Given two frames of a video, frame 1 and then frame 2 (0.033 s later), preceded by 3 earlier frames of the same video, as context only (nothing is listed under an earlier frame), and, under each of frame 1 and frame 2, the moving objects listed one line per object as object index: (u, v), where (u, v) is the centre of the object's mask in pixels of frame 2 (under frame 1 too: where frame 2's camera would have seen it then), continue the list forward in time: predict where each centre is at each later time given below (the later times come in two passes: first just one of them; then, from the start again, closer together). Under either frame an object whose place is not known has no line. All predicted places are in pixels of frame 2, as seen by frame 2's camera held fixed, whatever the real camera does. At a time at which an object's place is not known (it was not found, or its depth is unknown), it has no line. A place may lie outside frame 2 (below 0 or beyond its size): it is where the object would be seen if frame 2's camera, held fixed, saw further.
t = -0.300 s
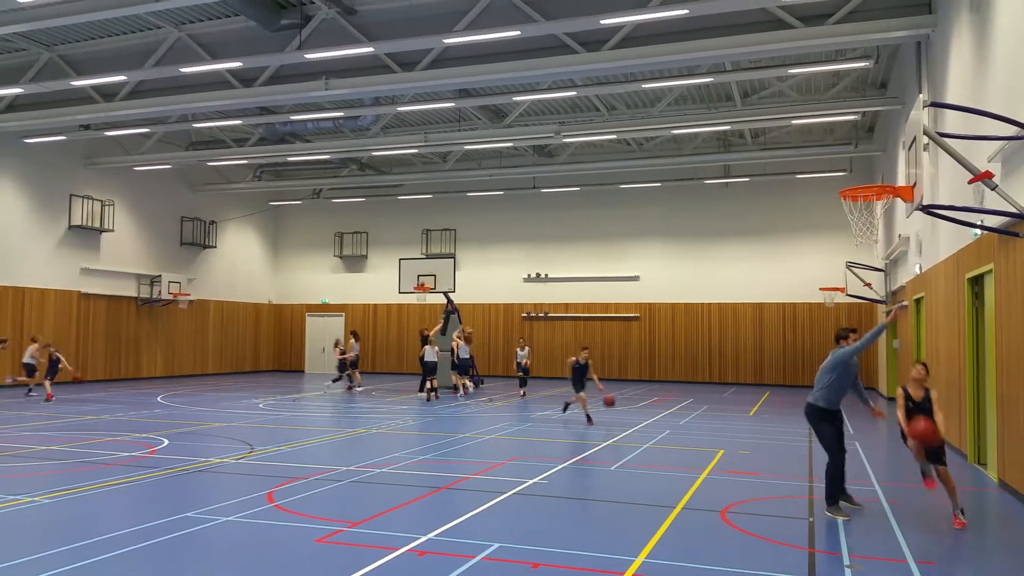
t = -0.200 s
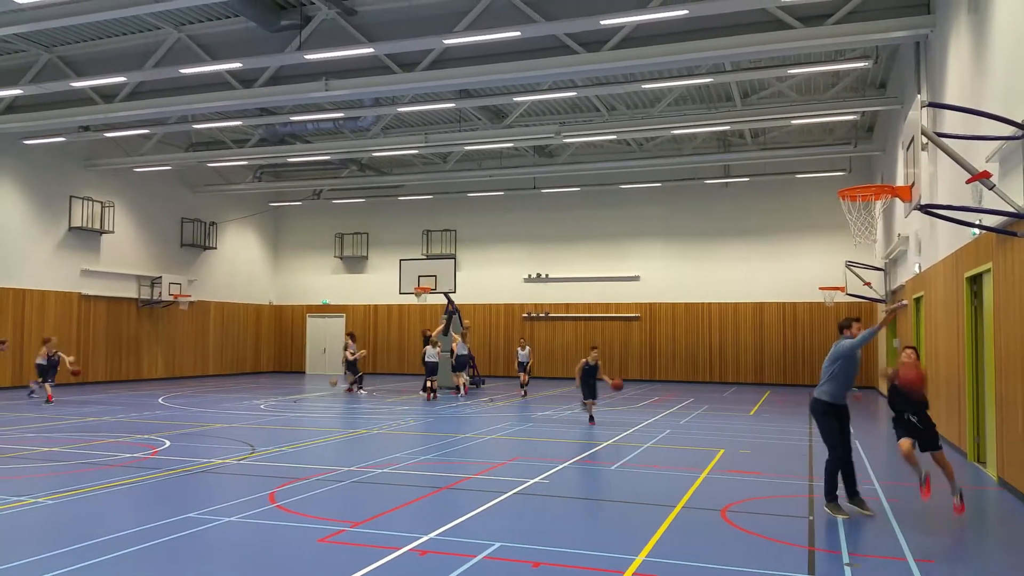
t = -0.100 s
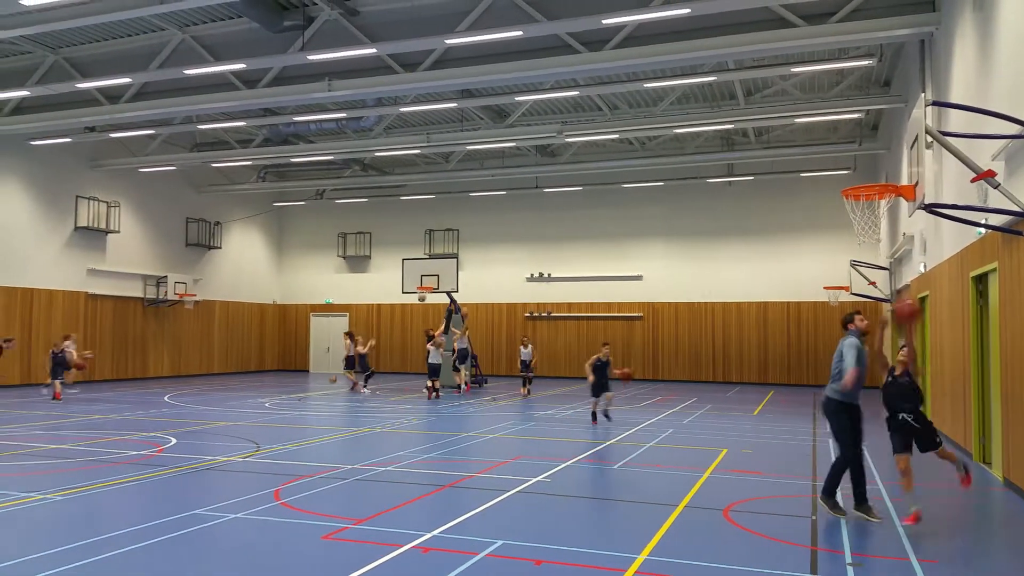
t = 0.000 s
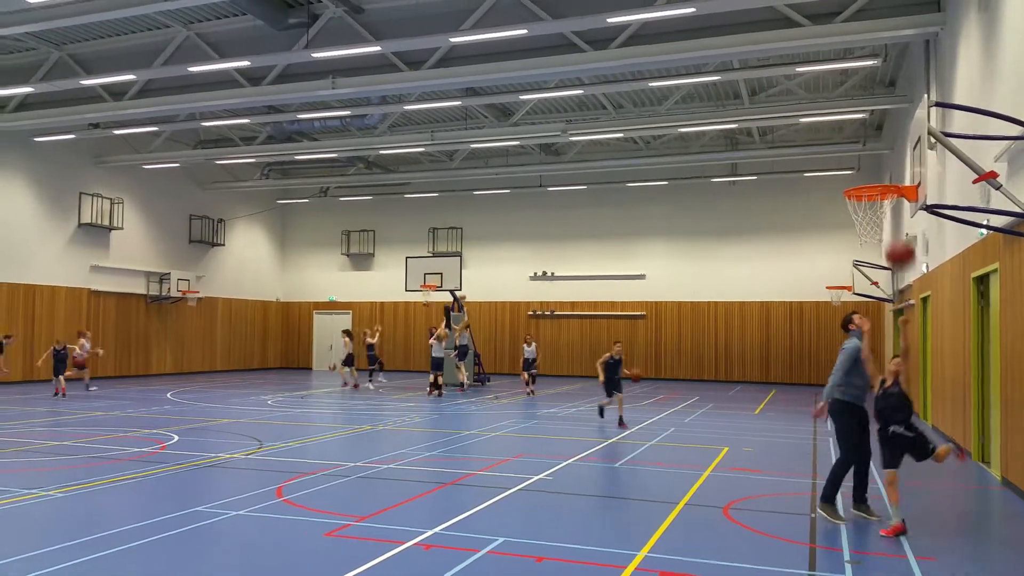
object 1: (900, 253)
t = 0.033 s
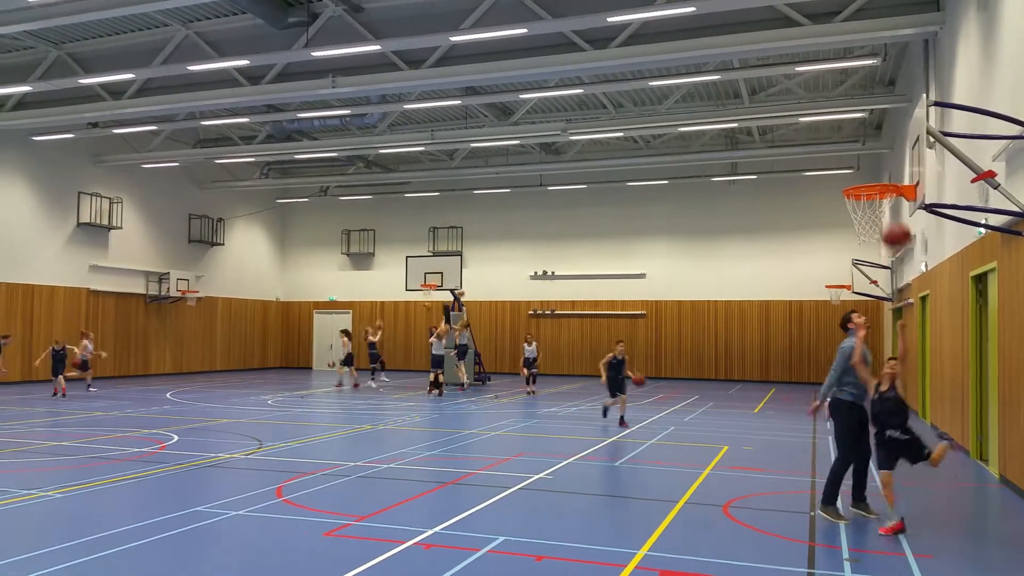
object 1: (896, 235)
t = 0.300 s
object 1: (874, 145)
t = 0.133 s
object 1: (887, 193)
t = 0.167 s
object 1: (884, 179)
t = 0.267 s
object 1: (876, 152)
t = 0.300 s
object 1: (874, 145)
